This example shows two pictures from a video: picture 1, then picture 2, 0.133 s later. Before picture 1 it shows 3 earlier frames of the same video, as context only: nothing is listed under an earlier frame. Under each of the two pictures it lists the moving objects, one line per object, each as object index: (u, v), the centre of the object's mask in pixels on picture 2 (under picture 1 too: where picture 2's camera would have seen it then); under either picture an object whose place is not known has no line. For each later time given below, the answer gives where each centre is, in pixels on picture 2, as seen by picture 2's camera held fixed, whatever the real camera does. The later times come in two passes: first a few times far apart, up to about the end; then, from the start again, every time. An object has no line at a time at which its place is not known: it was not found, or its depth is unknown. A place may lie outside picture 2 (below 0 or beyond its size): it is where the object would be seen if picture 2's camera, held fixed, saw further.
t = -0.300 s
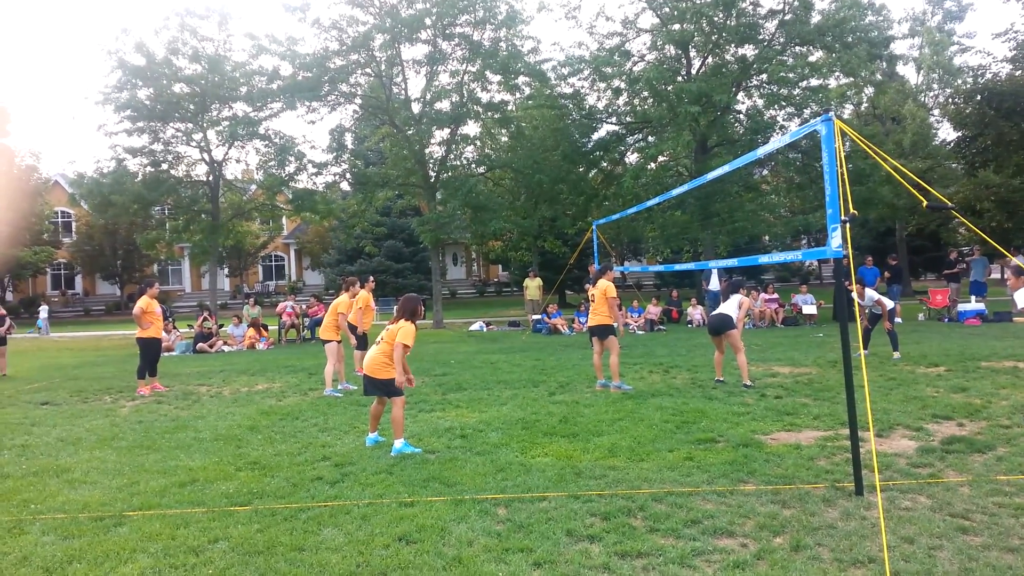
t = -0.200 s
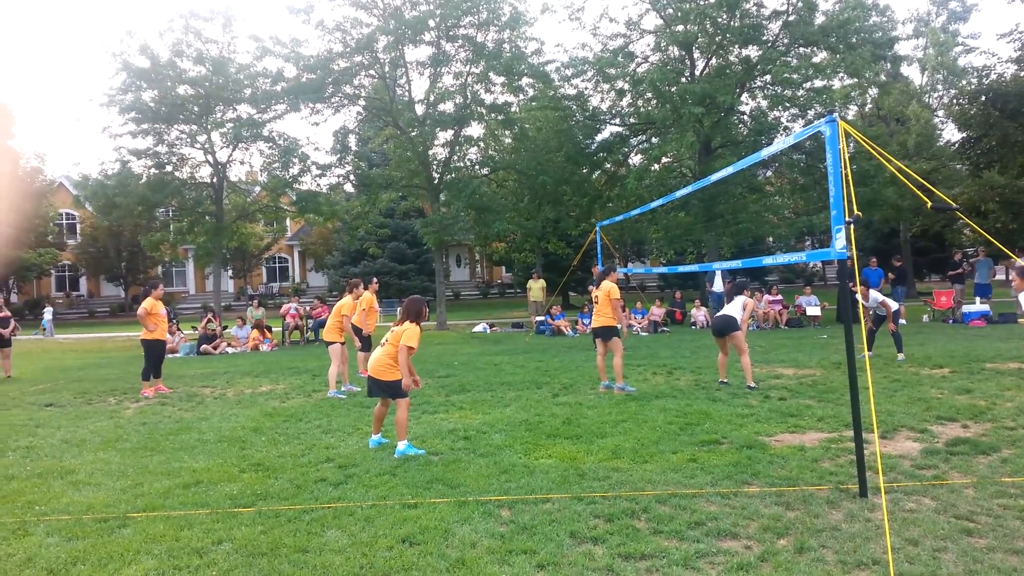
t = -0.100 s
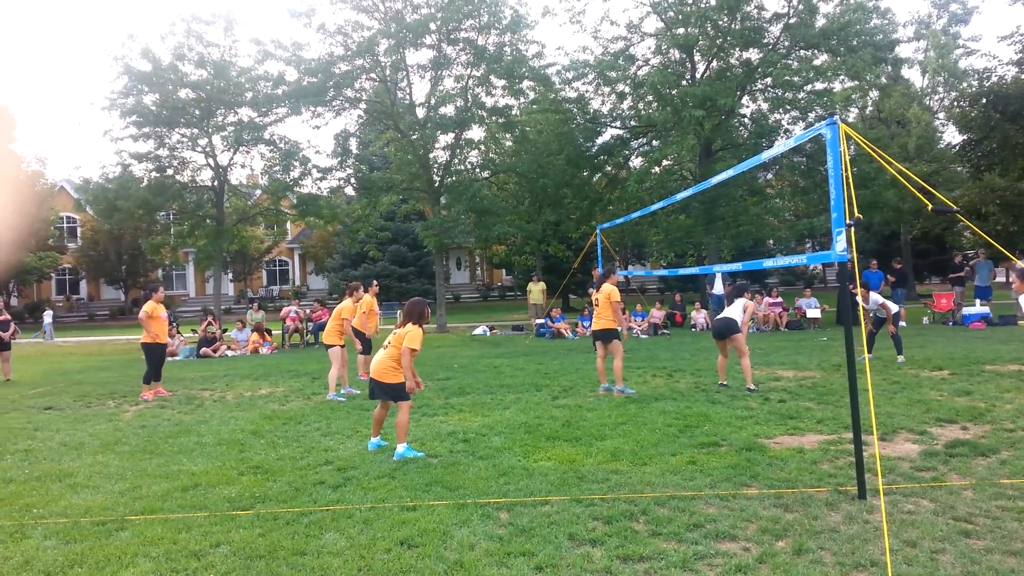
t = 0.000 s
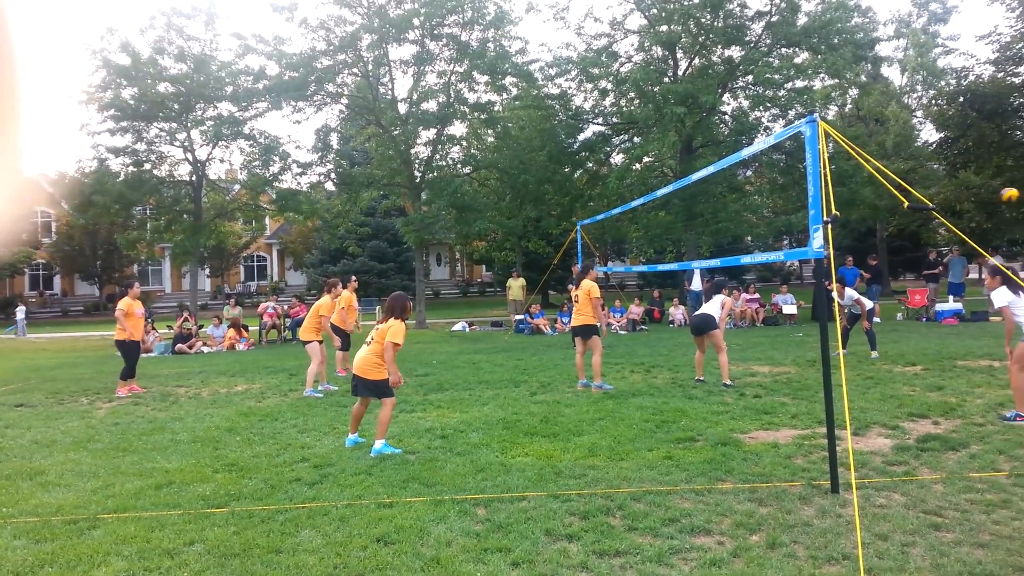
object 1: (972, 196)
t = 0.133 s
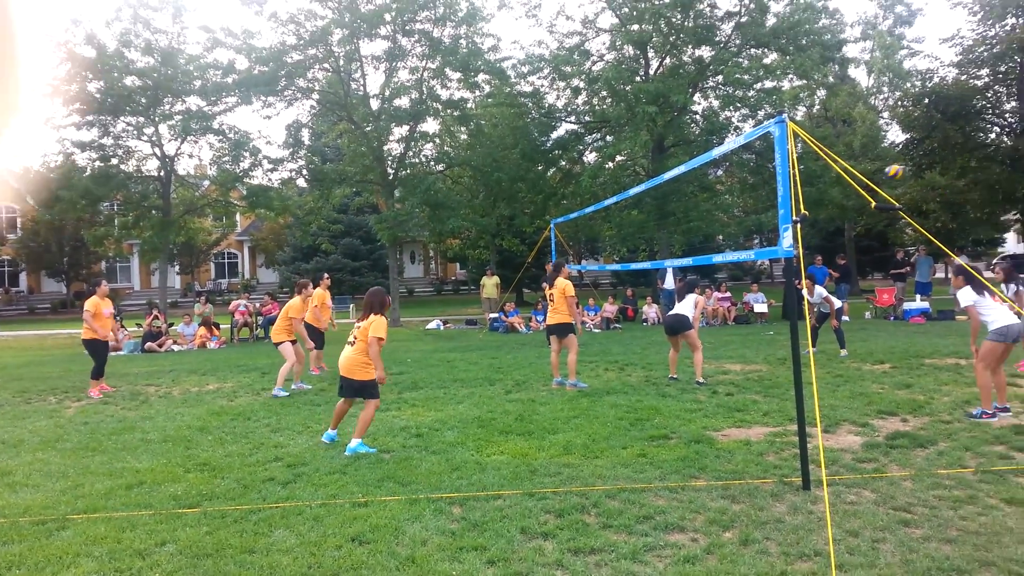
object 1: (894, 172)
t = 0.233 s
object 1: (829, 161)
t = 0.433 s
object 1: (702, 167)
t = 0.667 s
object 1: (537, 208)
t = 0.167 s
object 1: (873, 167)
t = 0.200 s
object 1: (852, 163)
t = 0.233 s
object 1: (829, 161)
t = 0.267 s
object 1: (808, 160)
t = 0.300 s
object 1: (790, 158)
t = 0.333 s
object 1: (766, 160)
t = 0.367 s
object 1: (745, 160)
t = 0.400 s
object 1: (723, 162)
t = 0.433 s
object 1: (702, 167)
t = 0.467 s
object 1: (675, 164)
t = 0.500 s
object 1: (654, 171)
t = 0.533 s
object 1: (632, 177)
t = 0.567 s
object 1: (609, 183)
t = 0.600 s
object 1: (585, 190)
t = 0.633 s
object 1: (562, 198)
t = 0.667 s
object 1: (537, 208)
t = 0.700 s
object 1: (513, 217)
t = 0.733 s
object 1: (488, 229)
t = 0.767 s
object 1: (462, 241)
